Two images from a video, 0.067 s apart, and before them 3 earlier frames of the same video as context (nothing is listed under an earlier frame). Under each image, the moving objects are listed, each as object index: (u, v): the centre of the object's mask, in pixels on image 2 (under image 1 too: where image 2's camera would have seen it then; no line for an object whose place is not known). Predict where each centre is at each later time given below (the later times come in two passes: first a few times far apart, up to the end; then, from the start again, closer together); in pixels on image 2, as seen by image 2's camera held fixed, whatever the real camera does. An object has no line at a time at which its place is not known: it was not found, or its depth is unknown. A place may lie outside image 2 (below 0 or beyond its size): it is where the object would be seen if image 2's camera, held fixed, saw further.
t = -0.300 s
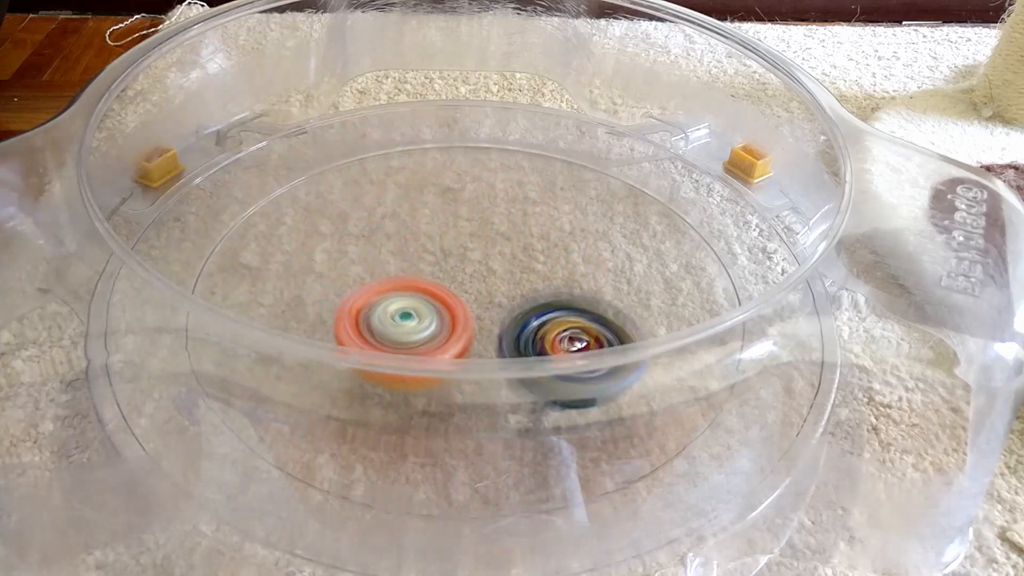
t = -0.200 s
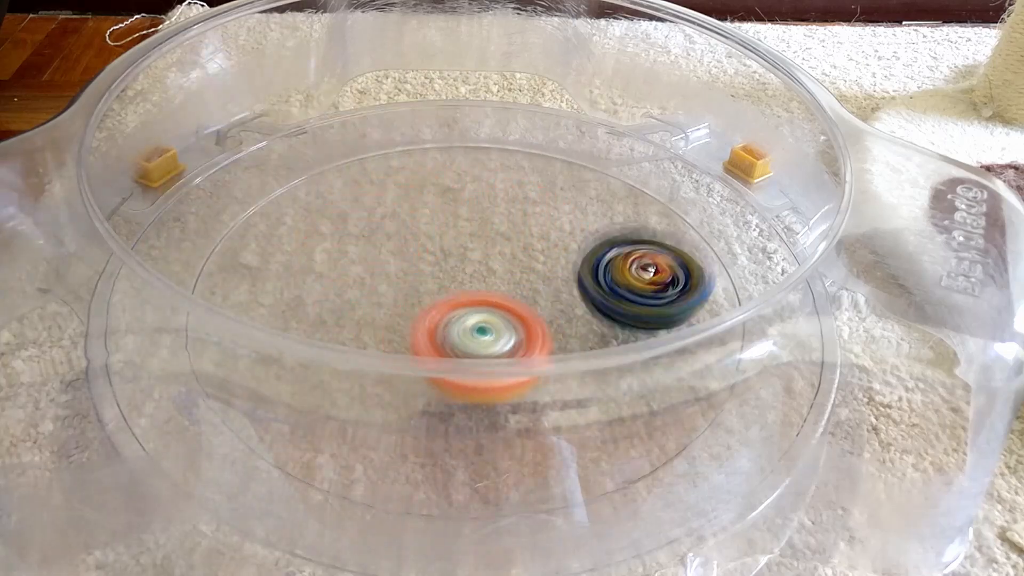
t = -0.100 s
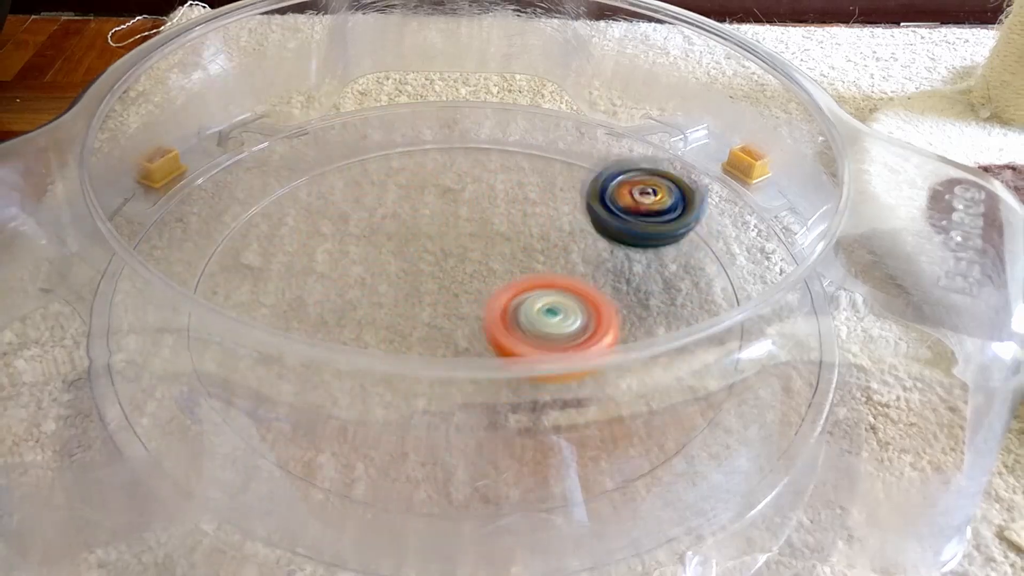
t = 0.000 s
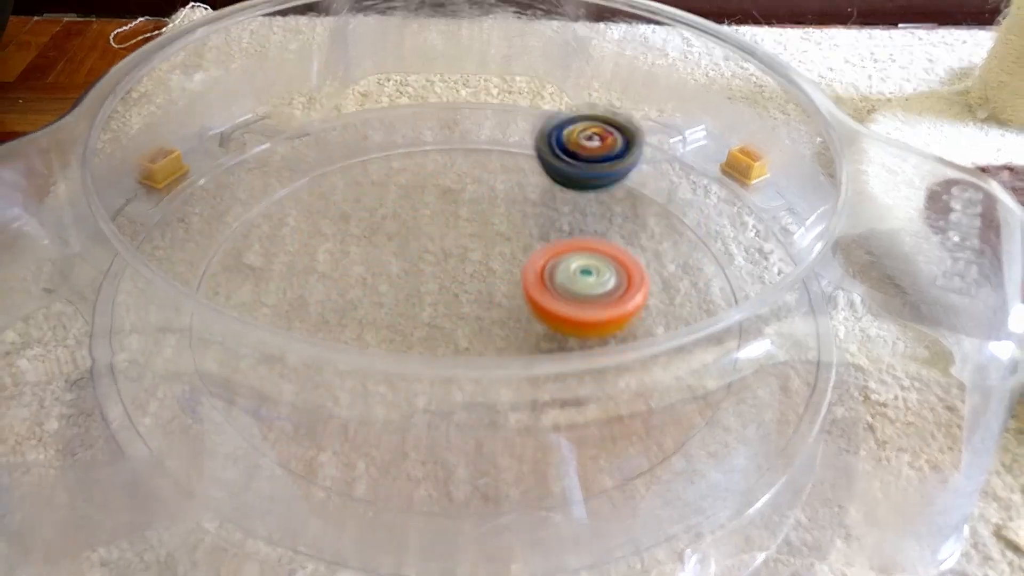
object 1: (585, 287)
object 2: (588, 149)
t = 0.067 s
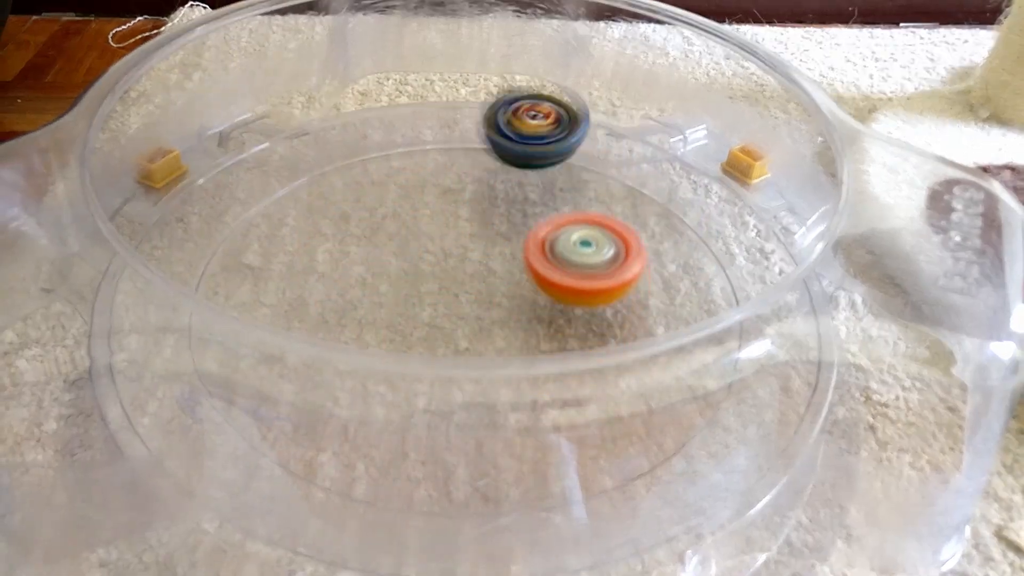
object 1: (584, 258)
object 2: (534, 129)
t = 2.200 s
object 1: (416, 252)
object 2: (620, 191)
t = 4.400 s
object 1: (477, 286)
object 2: (632, 208)
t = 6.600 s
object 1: (471, 281)
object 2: (635, 228)
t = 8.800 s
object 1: (470, 282)
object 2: (628, 233)
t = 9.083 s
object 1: (470, 281)
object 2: (420, 171)
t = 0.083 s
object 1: (581, 251)
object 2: (518, 127)
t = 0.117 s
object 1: (573, 239)
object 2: (489, 124)
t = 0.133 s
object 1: (567, 233)
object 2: (473, 124)
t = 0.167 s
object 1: (554, 222)
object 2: (443, 127)
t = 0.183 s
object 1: (546, 217)
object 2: (427, 131)
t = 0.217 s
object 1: (528, 211)
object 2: (400, 139)
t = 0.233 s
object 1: (518, 208)
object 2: (385, 144)
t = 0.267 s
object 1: (497, 204)
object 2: (359, 159)
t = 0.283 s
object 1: (486, 204)
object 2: (346, 170)
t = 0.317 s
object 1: (464, 205)
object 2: (324, 190)
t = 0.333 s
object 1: (453, 206)
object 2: (313, 202)
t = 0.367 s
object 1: (430, 211)
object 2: (299, 231)
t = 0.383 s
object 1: (420, 215)
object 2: (295, 245)
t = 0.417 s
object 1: (400, 223)
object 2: (292, 276)
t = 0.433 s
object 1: (392, 228)
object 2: (298, 288)
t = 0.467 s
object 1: (378, 239)
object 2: (311, 315)
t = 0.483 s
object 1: (371, 247)
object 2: (317, 334)
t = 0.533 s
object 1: (362, 269)
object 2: (354, 379)
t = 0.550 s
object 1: (363, 278)
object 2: (376, 393)
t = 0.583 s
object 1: (367, 296)
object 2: (412, 418)
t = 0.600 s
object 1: (371, 301)
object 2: (442, 423)
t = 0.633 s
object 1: (383, 312)
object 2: (489, 430)
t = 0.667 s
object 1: (401, 320)
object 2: (542, 430)
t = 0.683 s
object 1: (411, 323)
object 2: (563, 428)
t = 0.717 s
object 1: (432, 343)
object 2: (609, 421)
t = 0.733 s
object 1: (443, 346)
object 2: (632, 414)
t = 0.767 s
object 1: (469, 351)
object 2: (670, 399)
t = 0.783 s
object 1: (482, 352)
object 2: (694, 386)
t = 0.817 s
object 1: (508, 350)
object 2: (719, 371)
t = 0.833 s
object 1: (520, 347)
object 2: (720, 348)
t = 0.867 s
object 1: (542, 340)
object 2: (725, 312)
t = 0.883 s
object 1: (552, 336)
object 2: (723, 299)
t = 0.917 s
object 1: (567, 318)
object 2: (715, 273)
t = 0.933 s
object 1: (575, 315)
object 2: (715, 265)
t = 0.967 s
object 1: (587, 306)
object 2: (703, 245)
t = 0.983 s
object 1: (591, 301)
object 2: (691, 235)
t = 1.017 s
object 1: (594, 288)
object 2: (668, 215)
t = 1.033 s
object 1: (589, 282)
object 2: (658, 205)
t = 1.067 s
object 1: (576, 273)
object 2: (633, 185)
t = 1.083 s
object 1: (568, 269)
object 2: (620, 177)
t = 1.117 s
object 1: (550, 262)
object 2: (592, 163)
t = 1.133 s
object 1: (541, 258)
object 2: (574, 159)
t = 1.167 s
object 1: (521, 252)
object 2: (543, 150)
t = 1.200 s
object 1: (501, 248)
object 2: (507, 146)
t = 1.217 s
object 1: (490, 247)
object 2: (490, 142)
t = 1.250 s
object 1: (470, 247)
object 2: (454, 144)
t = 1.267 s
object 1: (460, 248)
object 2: (437, 143)
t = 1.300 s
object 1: (443, 251)
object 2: (405, 149)
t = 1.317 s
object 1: (434, 254)
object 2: (387, 152)
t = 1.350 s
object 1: (418, 260)
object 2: (355, 158)
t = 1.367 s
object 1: (411, 264)
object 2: (338, 166)
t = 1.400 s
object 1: (399, 272)
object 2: (308, 178)
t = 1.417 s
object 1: (394, 277)
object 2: (295, 187)
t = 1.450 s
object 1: (388, 288)
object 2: (269, 207)
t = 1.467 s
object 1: (387, 293)
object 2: (261, 217)
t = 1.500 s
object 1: (386, 303)
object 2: (243, 240)
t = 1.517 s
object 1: (388, 306)
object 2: (238, 254)
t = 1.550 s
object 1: (395, 314)
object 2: (240, 272)
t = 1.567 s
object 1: (401, 317)
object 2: (236, 292)
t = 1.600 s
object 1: (415, 322)
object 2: (241, 316)
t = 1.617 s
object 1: (424, 324)
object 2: (246, 338)
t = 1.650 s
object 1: (442, 338)
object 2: (265, 370)
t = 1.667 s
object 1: (451, 340)
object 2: (274, 388)
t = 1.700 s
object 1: (470, 339)
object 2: (310, 405)
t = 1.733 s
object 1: (487, 327)
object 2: (360, 422)
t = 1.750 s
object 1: (495, 326)
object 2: (382, 427)
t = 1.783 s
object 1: (509, 321)
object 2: (431, 433)
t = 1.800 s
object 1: (514, 318)
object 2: (462, 435)
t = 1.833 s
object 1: (523, 311)
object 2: (510, 433)
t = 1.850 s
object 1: (525, 307)
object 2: (534, 429)
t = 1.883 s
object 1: (526, 296)
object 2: (580, 420)
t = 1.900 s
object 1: (525, 290)
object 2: (599, 413)
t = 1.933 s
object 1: (519, 279)
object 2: (638, 400)
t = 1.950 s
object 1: (515, 275)
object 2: (643, 375)
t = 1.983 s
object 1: (506, 266)
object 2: (669, 353)
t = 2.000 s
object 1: (501, 261)
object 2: (654, 311)
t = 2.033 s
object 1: (487, 255)
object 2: (672, 294)
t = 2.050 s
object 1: (480, 252)
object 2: (678, 285)
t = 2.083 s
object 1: (467, 249)
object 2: (678, 264)
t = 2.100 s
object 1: (459, 248)
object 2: (673, 253)
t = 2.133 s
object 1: (444, 247)
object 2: (662, 230)
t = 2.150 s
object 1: (436, 247)
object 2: (653, 219)
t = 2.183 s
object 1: (422, 250)
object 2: (633, 200)
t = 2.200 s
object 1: (416, 252)
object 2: (620, 191)
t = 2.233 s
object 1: (404, 257)
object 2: (596, 175)
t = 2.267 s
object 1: (395, 264)
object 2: (569, 162)
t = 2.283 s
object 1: (393, 268)
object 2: (553, 156)
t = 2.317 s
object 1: (391, 277)
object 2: (521, 149)
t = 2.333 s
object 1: (392, 282)
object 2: (506, 146)
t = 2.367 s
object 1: (396, 290)
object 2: (471, 143)
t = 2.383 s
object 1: (400, 295)
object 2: (453, 141)
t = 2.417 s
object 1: (410, 301)
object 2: (422, 142)
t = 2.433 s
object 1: (416, 303)
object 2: (408, 144)
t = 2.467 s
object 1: (426, 306)
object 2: (370, 152)
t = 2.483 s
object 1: (431, 307)
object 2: (357, 156)
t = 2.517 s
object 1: (441, 309)
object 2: (330, 171)
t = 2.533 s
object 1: (446, 309)
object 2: (313, 179)
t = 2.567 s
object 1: (452, 309)
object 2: (288, 194)
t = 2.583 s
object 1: (454, 308)
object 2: (279, 207)
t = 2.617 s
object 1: (459, 306)
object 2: (261, 231)
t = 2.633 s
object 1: (462, 304)
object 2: (256, 242)
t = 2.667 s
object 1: (467, 299)
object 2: (252, 265)
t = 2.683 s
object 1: (470, 295)
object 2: (257, 278)
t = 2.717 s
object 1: (475, 288)
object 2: (258, 306)
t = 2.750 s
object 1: (476, 280)
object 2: (274, 348)
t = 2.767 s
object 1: (476, 278)
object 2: (288, 356)
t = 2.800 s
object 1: (477, 273)
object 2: (313, 382)
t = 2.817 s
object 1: (478, 270)
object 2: (328, 403)
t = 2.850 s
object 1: (477, 266)
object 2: (375, 416)
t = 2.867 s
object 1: (477, 265)
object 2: (401, 423)
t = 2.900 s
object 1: (477, 264)
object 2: (450, 429)
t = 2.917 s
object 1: (477, 263)
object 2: (473, 429)
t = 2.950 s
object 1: (476, 263)
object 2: (528, 427)
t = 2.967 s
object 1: (475, 263)
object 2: (552, 423)
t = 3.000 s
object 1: (475, 265)
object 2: (597, 411)
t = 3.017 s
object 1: (474, 266)
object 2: (613, 407)
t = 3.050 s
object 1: (470, 268)
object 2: (647, 377)
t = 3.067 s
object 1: (470, 269)
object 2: (662, 366)
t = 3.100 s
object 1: (468, 272)
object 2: (677, 331)
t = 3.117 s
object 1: (466, 273)
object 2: (667, 306)
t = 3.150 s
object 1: (462, 275)
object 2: (683, 290)
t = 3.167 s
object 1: (461, 276)
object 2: (686, 282)
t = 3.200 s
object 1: (459, 277)
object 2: (685, 261)
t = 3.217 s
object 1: (457, 278)
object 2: (679, 249)
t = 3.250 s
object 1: (455, 279)
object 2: (664, 227)
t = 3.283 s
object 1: (454, 279)
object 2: (645, 207)
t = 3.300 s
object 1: (453, 280)
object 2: (635, 199)
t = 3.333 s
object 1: (453, 279)
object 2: (610, 185)
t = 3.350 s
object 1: (453, 279)
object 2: (594, 177)
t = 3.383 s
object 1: (454, 279)
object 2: (565, 167)
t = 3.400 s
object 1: (454, 278)
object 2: (550, 163)
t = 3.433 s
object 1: (457, 277)
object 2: (518, 157)
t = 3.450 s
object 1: (458, 276)
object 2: (501, 154)
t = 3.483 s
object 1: (459, 275)
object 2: (468, 153)
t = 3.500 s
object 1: (461, 275)
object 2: (453, 153)
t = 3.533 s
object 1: (464, 274)
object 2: (421, 157)
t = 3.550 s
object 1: (465, 273)
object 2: (403, 159)
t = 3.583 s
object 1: (468, 274)
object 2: (372, 167)
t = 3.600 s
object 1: (471, 274)
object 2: (358, 172)
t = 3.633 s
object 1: (473, 274)
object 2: (329, 184)
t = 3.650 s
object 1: (474, 275)
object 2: (315, 192)
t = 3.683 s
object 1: (477, 275)
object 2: (291, 209)
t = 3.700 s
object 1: (478, 275)
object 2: (281, 218)
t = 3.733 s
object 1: (479, 277)
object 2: (263, 241)
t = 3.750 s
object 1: (480, 277)
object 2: (258, 251)
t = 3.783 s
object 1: (481, 278)
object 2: (256, 272)
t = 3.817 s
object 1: (481, 280)
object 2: (257, 301)
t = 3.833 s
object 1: (481, 281)
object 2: (258, 315)
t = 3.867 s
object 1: (481, 281)
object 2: (269, 349)
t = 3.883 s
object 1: (480, 282)
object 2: (283, 360)
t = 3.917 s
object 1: (480, 284)
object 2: (303, 395)
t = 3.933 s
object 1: (480, 284)
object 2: (333, 407)
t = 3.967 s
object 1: (479, 285)
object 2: (374, 419)
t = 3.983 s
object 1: (479, 286)
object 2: (398, 425)
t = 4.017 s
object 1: (479, 286)
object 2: (446, 430)
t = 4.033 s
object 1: (478, 287)
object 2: (471, 430)
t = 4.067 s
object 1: (478, 287)
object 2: (524, 427)
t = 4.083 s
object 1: (477, 287)
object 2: (544, 424)
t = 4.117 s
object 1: (477, 288)
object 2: (586, 414)
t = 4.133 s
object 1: (477, 288)
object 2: (605, 407)
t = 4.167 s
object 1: (477, 287)
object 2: (632, 374)
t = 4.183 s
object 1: (477, 288)
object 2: (642, 361)
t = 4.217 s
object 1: (477, 288)
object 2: (659, 330)
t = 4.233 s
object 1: (477, 287)
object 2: (653, 307)
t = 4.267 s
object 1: (477, 287)
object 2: (666, 292)
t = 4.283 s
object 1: (477, 287)
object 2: (671, 283)
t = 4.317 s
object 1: (477, 287)
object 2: (667, 260)
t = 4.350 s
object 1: (477, 287)
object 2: (657, 237)
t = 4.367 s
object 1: (477, 287)
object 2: (649, 228)
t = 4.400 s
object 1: (477, 286)
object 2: (632, 208)
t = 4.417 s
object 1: (477, 286)
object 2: (622, 199)
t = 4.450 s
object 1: (478, 285)
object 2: (597, 184)
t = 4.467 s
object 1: (477, 285)
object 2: (586, 178)
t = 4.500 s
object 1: (479, 284)
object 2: (559, 167)
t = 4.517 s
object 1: (479, 284)
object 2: (546, 163)
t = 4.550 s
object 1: (479, 284)
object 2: (514, 154)
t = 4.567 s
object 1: (479, 284)
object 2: (500, 153)
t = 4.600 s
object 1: (479, 285)
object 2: (470, 151)
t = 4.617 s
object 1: (479, 285)
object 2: (456, 151)
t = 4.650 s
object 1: (479, 285)
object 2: (427, 153)
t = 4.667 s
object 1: (478, 286)
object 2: (411, 154)
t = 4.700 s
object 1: (479, 287)
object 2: (380, 163)
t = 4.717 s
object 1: (479, 287)
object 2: (365, 165)
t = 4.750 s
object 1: (478, 288)
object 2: (341, 176)
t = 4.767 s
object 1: (477, 288)
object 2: (329, 182)
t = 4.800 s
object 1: (475, 289)
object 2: (304, 200)
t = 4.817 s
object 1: (475, 289)
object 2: (295, 208)
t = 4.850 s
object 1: (474, 289)
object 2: (278, 230)
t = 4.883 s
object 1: (473, 290)
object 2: (270, 252)
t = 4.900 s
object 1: (473, 290)
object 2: (265, 268)
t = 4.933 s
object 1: (471, 290)
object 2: (272, 285)
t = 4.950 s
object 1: (471, 290)
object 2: (277, 291)
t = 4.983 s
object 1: (470, 290)
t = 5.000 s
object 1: (470, 290)
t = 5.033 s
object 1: (469, 290)
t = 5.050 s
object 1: (468, 290)
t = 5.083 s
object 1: (468, 290)
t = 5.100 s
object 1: (468, 289)
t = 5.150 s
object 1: (468, 288)
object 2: (460, 423)
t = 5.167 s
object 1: (468, 288)
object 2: (480, 422)
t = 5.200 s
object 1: (467, 288)
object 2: (534, 419)
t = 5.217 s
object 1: (468, 288)
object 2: (553, 416)
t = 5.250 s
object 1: (467, 288)
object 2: (597, 406)
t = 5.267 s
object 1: (467, 288)
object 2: (608, 389)
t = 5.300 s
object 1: (466, 288)
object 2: (638, 368)
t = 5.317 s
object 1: (466, 287)
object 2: (649, 358)
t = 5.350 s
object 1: (466, 287)
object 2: (648, 312)
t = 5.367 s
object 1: (465, 287)
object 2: (657, 305)
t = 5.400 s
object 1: (465, 286)
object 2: (670, 291)
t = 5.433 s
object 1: (464, 286)
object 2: (670, 269)
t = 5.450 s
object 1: (464, 286)
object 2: (666, 258)
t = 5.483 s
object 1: (463, 285)
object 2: (653, 236)
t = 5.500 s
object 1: (463, 284)
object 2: (646, 227)
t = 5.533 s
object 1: (463, 284)
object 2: (627, 209)
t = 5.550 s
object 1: (462, 283)
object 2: (617, 203)
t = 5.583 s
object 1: (463, 283)
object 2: (591, 189)
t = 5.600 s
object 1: (462, 282)
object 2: (578, 182)
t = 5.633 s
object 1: (463, 282)
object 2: (549, 171)
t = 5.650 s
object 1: (463, 282)
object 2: (535, 170)
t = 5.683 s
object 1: (463, 281)
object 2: (505, 165)
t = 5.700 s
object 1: (464, 281)
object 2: (490, 163)
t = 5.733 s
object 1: (463, 281)
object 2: (457, 163)
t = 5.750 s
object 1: (464, 281)
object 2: (441, 163)
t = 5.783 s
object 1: (463, 281)
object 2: (410, 167)
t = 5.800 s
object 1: (464, 281)
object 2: (394, 168)
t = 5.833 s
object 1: (464, 281)
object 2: (366, 178)
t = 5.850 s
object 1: (465, 282)
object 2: (352, 184)
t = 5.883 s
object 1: (465, 281)
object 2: (328, 196)
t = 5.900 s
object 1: (465, 282)
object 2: (315, 204)
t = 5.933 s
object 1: (467, 281)
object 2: (295, 221)
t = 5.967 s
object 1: (467, 281)
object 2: (281, 244)
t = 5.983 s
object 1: (467, 281)
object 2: (275, 253)
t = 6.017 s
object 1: (468, 281)
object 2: (270, 277)
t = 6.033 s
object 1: (468, 281)
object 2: (273, 284)
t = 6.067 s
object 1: (467, 281)
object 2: (277, 310)
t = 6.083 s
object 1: (468, 281)
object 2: (281, 328)
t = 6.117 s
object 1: (468, 280)
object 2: (299, 356)
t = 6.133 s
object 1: (468, 281)
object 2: (312, 368)
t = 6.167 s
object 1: (468, 280)
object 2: (340, 402)
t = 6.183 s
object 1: (468, 280)
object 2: (359, 407)
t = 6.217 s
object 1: (469, 280)
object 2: (406, 418)
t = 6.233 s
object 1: (469, 280)
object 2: (427, 420)
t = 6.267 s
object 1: (469, 280)
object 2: (474, 422)
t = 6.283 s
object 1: (469, 280)
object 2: (498, 421)
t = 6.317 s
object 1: (470, 280)
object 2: (542, 417)
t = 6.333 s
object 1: (469, 280)
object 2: (562, 412)
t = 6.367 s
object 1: (470, 280)
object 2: (596, 387)
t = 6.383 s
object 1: (470, 280)
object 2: (609, 375)
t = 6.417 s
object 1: (470, 280)
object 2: (633, 344)
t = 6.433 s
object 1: (471, 280)
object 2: (625, 318)
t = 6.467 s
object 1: (471, 280)
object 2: (643, 304)
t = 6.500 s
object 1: (471, 280)
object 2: (653, 290)
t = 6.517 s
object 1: (471, 281)
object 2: (656, 282)
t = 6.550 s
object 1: (471, 280)
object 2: (652, 260)
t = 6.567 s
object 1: (471, 281)
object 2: (647, 249)
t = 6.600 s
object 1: (471, 281)
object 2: (635, 228)
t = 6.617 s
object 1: (471, 281)
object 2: (627, 220)
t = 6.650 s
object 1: (472, 281)
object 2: (608, 203)
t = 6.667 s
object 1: (472, 281)
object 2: (597, 194)
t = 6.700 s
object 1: (473, 281)
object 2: (573, 184)
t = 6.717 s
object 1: (473, 281)
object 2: (560, 178)
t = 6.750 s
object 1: (474, 281)
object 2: (531, 170)
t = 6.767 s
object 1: (474, 281)
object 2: (517, 167)
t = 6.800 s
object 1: (475, 281)
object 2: (487, 162)
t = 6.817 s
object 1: (475, 281)
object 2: (472, 160)
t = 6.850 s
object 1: (475, 282)
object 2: (442, 161)
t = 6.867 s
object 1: (475, 282)
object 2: (427, 163)
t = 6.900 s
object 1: (476, 283)
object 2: (397, 168)
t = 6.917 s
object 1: (475, 283)
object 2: (384, 172)
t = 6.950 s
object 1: (476, 284)
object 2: (356, 181)
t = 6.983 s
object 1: (475, 284)
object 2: (330, 194)
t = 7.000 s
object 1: (475, 284)
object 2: (320, 202)
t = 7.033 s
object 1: (474, 285)
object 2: (301, 220)
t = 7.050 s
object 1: (473, 284)
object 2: (293, 229)
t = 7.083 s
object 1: (473, 285)
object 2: (281, 252)
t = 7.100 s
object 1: (472, 285)
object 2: (280, 263)
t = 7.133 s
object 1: (472, 285)
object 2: (282, 282)
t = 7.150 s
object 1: (471, 285)
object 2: (288, 292)
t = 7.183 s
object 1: (471, 285)
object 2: (297, 322)
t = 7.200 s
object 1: (471, 285)
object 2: (303, 338)
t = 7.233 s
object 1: (470, 285)
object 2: (323, 365)
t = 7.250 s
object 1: (470, 285)
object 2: (339, 377)
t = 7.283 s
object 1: (470, 285)
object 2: (372, 394)
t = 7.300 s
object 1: (469, 285)
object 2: (393, 399)
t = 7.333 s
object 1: (469, 284)
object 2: (434, 417)
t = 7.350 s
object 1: (469, 284)
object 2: (457, 419)
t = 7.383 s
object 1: (469, 284)
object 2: (499, 419)
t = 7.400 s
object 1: (468, 284)
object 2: (522, 418)
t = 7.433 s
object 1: (469, 284)
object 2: (562, 400)
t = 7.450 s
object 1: (468, 284)
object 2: (580, 395)
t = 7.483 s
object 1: (469, 284)
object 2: (611, 373)
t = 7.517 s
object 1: (469, 284)
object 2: (629, 344)
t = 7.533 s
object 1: (469, 284)
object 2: (639, 337)
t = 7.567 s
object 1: (469, 284)
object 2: (645, 305)
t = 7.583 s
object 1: (469, 283)
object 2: (651, 298)
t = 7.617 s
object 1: (470, 283)
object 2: (657, 283)
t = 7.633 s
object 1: (470, 283)
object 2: (656, 271)
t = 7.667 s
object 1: (470, 283)
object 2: (648, 251)
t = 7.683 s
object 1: (470, 283)
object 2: (643, 242)
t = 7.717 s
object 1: (470, 284)
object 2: (626, 222)
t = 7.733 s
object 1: (470, 283)
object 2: (618, 215)
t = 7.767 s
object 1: (471, 284)
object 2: (596, 200)
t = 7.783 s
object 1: (471, 284)
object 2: (585, 193)
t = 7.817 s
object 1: (472, 284)
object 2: (558, 183)
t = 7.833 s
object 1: (471, 284)
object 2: (545, 179)
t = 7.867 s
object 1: (472, 284)
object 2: (517, 173)
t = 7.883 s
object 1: (472, 284)
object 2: (503, 171)
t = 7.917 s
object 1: (471, 283)
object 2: (472, 169)
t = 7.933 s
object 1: (471, 284)
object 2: (458, 169)
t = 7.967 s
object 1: (470, 284)
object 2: (428, 171)
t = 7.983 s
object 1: (470, 284)
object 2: (414, 173)
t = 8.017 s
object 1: (470, 284)
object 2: (384, 178)
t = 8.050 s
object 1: (470, 284)
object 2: (357, 188)
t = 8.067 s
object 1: (470, 284)
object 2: (343, 194)
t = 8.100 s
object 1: (470, 284)
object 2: (320, 210)
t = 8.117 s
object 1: (470, 284)
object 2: (310, 216)
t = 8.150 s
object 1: (470, 283)
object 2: (292, 235)
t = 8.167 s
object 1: (470, 283)
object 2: (288, 245)
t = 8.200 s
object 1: (470, 283)
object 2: (279, 267)
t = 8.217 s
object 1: (471, 283)
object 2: (281, 277)
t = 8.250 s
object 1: (470, 283)
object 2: (286, 291)
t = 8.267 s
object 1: (471, 283)
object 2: (294, 299)
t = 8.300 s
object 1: (471, 283)
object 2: (303, 336)
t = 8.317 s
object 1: (471, 282)
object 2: (314, 342)
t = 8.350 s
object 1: (471, 282)
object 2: (337, 374)
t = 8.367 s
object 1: (471, 282)
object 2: (354, 384)
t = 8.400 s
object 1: (471, 282)
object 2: (389, 397)
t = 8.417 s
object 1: (470, 282)
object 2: (409, 402)
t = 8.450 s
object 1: (471, 282)
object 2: (450, 418)
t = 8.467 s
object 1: (470, 282)
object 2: (474, 417)
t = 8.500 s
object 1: (470, 282)
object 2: (515, 415)
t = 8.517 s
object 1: (470, 282)
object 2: (539, 412)
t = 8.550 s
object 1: (470, 282)
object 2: (569, 391)
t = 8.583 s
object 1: (470, 281)
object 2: (596, 371)
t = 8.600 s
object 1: (470, 282)
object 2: (609, 367)
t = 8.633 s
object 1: (470, 281)
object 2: (627, 335)
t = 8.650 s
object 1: (470, 282)
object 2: (633, 323)
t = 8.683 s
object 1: (470, 282)
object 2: (643, 299)
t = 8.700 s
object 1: (471, 281)
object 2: (646, 293)
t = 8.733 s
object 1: (471, 282)
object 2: (647, 273)
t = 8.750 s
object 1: (471, 282)
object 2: (643, 262)
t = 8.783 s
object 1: (471, 282)
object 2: (635, 243)
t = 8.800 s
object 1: (470, 282)
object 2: (628, 233)
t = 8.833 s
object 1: (470, 282)
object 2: (612, 216)
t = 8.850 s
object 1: (470, 282)
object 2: (602, 208)
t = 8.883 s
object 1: (470, 281)
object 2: (582, 195)
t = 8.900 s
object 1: (470, 282)
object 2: (569, 189)
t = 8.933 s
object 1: (470, 282)
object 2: (546, 180)
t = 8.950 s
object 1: (470, 282)
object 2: (531, 176)
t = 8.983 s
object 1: (470, 281)
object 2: (504, 171)
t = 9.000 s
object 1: (470, 281)
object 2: (489, 170)
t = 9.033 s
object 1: (470, 281)
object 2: (462, 168)
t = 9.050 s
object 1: (470, 281)
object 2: (447, 169)
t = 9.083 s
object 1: (470, 281)
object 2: (420, 171)
